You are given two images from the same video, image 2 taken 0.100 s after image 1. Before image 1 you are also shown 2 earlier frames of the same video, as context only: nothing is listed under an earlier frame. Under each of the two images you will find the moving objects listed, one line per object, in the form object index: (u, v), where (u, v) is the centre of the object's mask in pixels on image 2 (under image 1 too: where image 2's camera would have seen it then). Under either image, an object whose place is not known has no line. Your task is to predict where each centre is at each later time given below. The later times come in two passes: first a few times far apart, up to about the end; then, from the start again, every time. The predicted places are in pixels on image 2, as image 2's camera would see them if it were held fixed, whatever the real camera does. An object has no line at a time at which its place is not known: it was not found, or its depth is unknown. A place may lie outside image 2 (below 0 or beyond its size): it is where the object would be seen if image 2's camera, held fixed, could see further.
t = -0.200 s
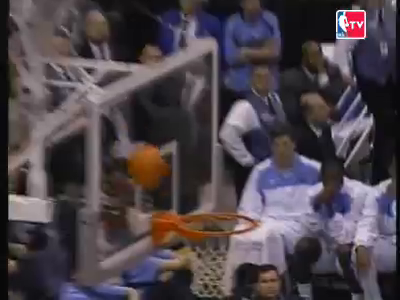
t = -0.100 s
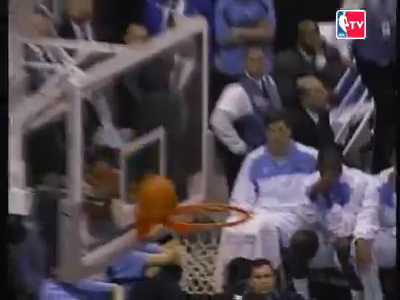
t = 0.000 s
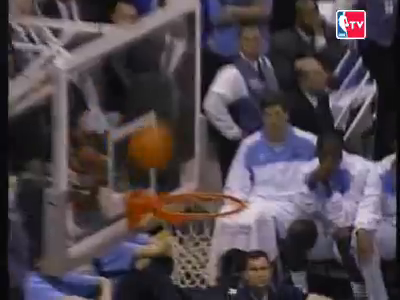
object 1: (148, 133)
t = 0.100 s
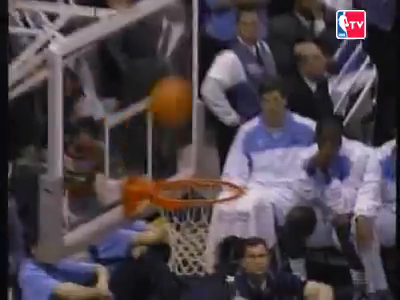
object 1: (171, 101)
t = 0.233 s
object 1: (203, 73)
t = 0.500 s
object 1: (266, 65)
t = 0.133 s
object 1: (176, 94)
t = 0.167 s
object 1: (185, 86)
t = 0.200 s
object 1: (192, 80)
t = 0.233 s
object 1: (203, 73)
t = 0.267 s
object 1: (208, 69)
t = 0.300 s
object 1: (217, 66)
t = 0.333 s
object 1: (229, 62)
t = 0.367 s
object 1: (234, 61)
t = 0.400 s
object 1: (246, 61)
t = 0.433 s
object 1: (250, 61)
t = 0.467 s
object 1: (257, 62)
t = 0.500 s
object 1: (266, 65)
